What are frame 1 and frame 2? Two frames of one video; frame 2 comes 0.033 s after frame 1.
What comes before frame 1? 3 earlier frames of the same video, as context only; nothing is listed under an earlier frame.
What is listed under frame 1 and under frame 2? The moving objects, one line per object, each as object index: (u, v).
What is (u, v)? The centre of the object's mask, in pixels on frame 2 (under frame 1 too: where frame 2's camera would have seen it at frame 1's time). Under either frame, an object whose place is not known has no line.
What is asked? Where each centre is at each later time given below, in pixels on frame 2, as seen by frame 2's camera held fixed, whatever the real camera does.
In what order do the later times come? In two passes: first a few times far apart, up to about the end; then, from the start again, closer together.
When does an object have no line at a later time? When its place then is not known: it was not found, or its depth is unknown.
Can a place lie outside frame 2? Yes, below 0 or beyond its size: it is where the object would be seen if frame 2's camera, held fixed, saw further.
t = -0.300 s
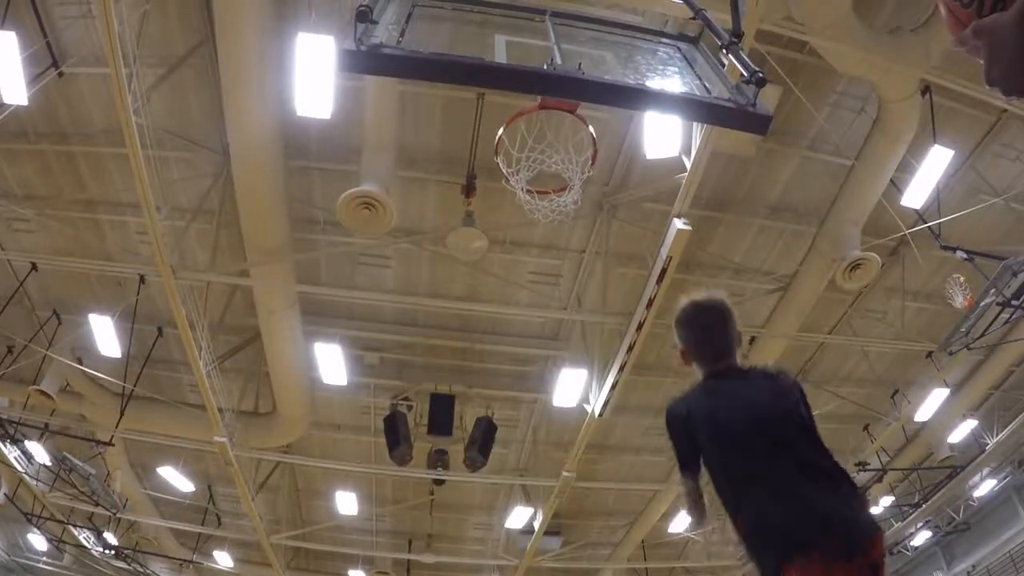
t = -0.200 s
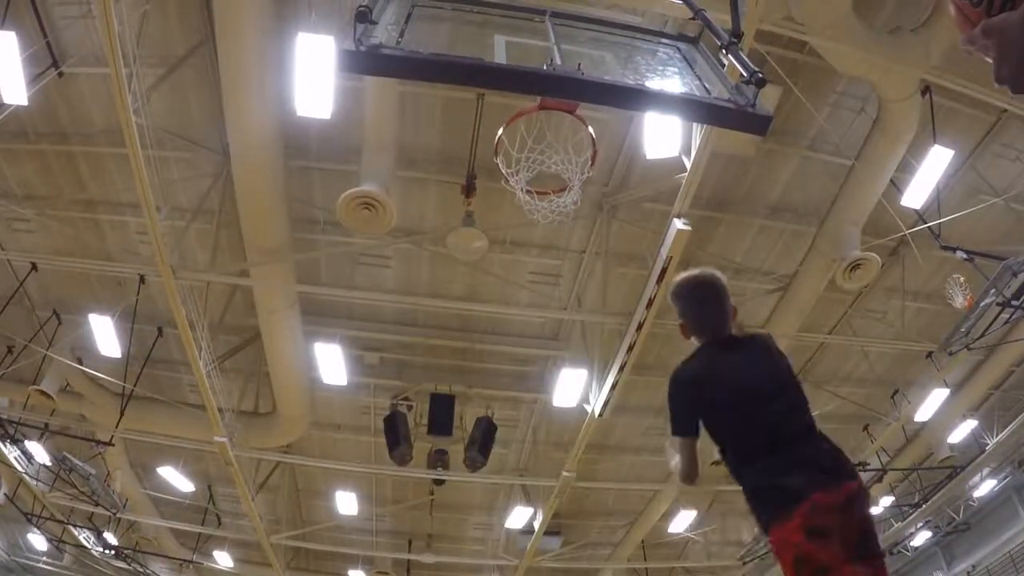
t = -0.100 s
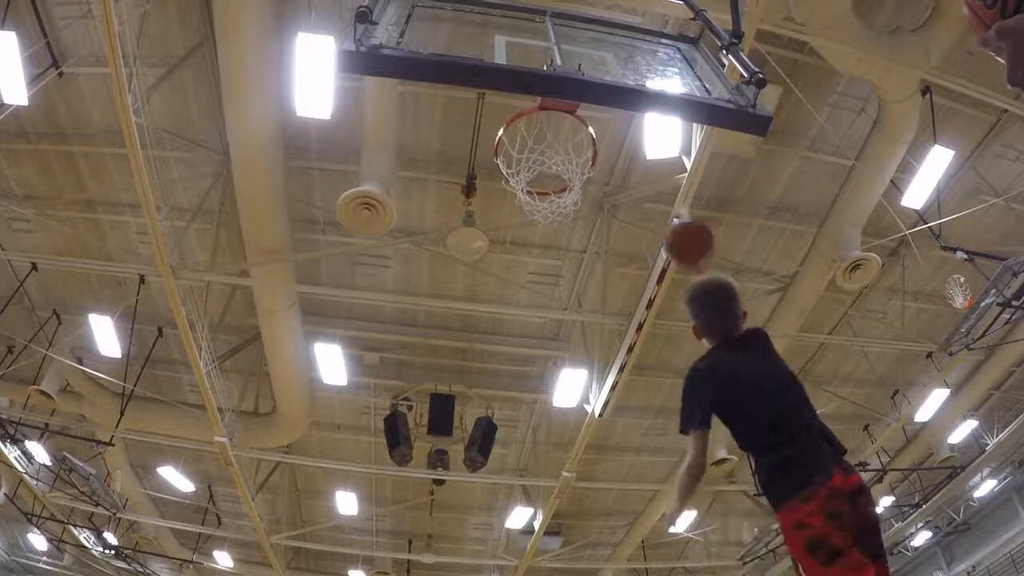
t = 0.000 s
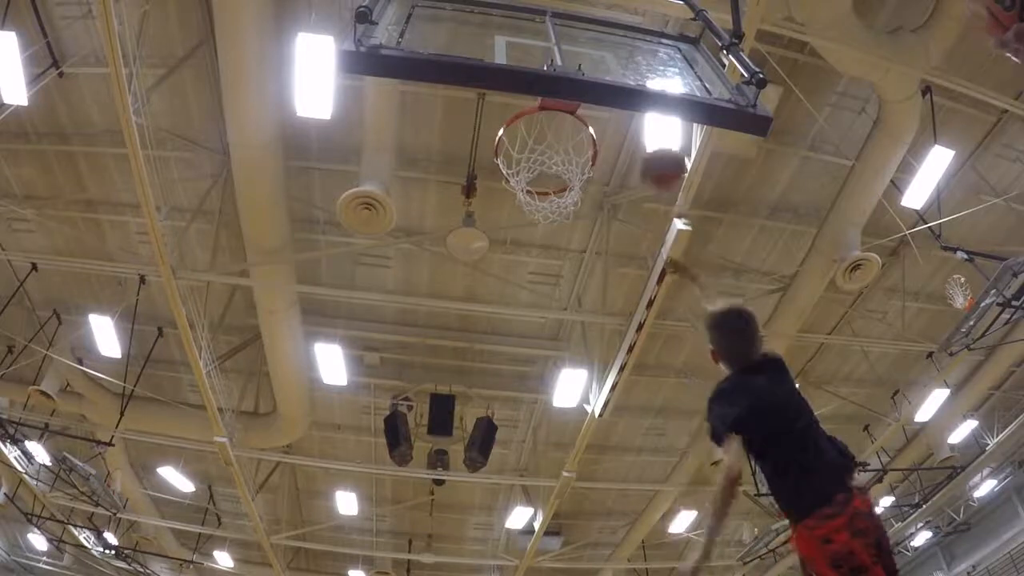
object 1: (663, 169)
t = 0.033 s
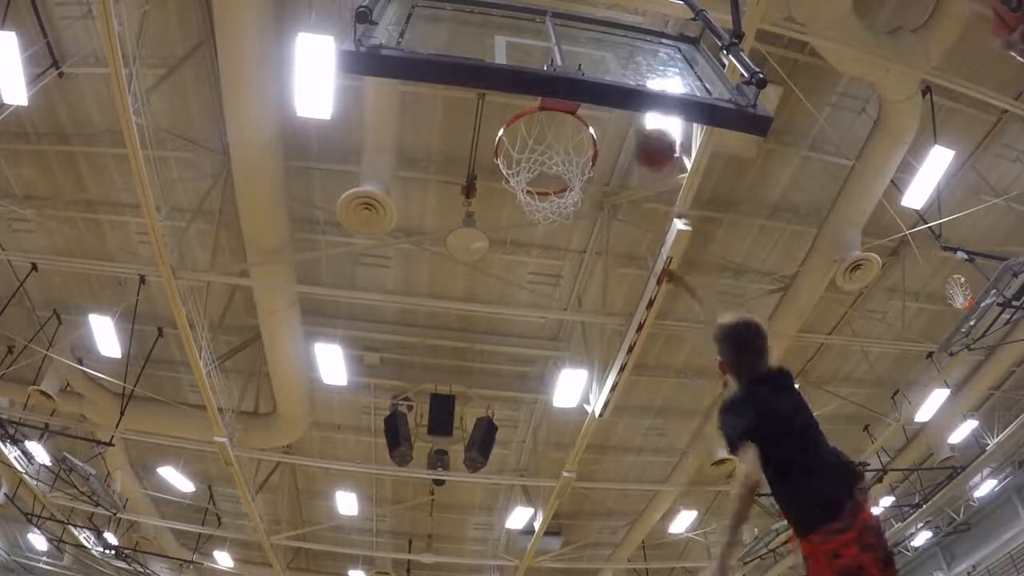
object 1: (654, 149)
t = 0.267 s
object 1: (628, 73)
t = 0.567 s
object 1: (605, 157)
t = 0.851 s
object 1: (679, 242)
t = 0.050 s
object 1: (649, 138)
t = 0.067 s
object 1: (646, 130)
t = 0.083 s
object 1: (643, 126)
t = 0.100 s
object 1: (639, 121)
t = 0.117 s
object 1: (635, 119)
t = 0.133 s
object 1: (639, 80)
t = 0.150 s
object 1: (639, 78)
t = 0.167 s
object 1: (636, 73)
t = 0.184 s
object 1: (633, 70)
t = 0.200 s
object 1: (633, 70)
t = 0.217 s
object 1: (631, 70)
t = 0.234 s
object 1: (630, 70)
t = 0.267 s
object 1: (628, 73)
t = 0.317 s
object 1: (613, 112)
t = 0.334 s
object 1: (611, 112)
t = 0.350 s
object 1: (609, 113)
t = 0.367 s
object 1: (606, 113)
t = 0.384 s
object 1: (605, 115)
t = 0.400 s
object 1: (605, 116)
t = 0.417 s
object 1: (604, 118)
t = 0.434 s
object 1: (604, 120)
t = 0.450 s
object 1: (603, 122)
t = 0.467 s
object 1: (603, 124)
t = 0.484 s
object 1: (602, 127)
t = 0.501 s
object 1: (603, 132)
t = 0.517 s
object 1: (604, 137)
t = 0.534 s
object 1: (605, 144)
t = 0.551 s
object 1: (604, 150)
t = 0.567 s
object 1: (605, 157)
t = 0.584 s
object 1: (603, 164)
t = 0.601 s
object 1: (605, 168)
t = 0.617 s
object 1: (608, 171)
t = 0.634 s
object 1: (611, 173)
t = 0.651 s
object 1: (614, 176)
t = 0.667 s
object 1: (620, 180)
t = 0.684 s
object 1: (625, 185)
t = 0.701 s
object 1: (630, 189)
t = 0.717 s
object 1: (635, 194)
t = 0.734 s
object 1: (640, 198)
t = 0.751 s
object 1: (646, 203)
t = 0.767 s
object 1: (651, 209)
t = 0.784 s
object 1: (656, 216)
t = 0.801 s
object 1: (661, 221)
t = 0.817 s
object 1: (666, 228)
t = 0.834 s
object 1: (673, 236)
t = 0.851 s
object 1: (679, 242)
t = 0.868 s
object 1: (685, 251)
